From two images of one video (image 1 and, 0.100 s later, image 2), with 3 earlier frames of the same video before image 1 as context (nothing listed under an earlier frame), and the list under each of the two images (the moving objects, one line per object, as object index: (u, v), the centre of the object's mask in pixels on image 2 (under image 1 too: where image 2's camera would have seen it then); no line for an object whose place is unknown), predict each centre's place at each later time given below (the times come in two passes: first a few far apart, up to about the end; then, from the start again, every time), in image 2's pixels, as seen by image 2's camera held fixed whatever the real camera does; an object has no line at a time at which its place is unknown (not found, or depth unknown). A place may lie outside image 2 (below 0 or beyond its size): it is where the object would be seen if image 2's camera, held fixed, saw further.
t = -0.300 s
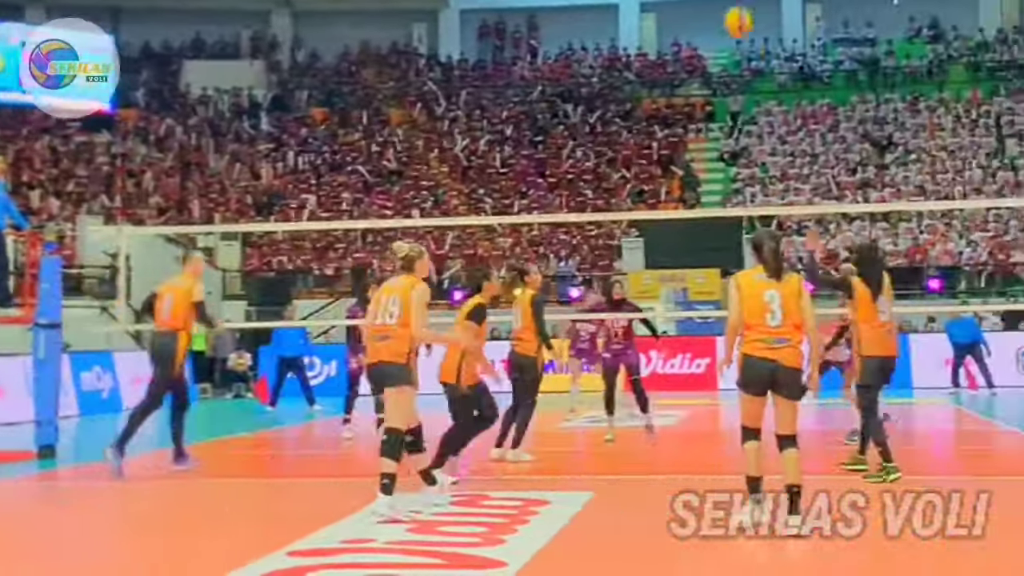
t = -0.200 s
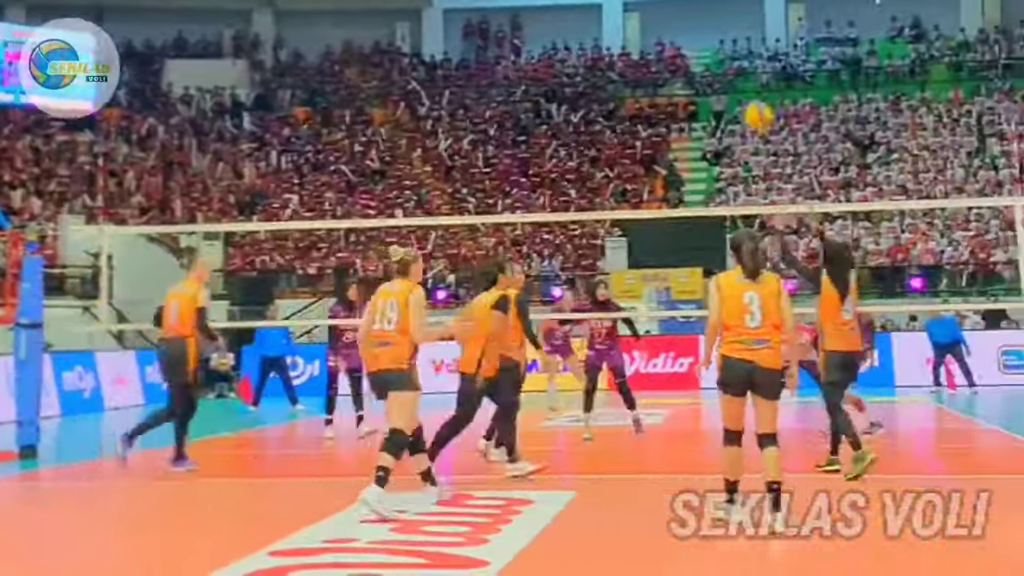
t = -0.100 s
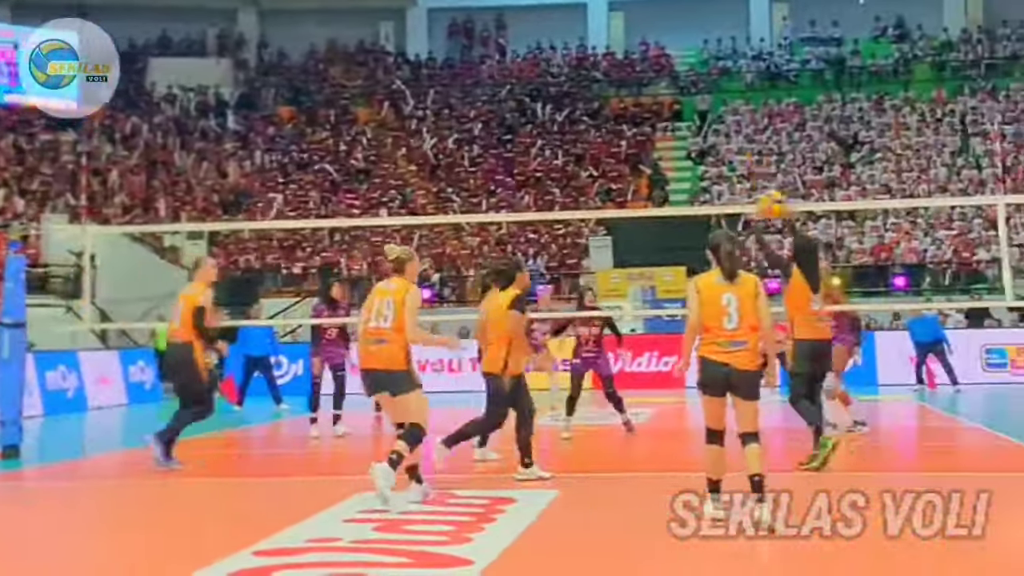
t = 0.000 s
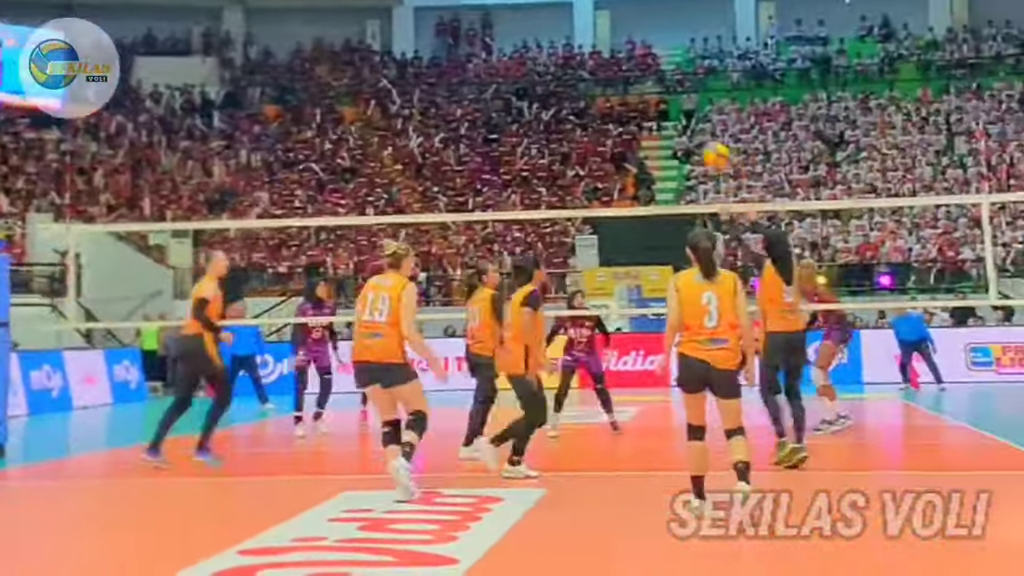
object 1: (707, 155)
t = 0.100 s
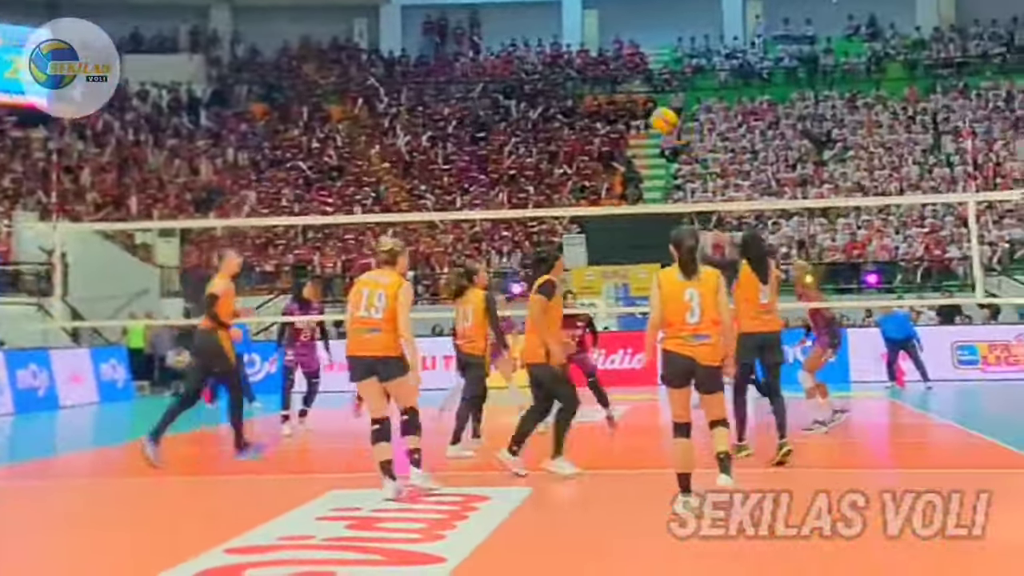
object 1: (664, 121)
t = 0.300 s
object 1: (591, 94)
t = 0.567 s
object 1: (515, 121)
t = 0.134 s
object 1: (650, 114)
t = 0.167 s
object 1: (638, 106)
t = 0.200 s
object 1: (626, 103)
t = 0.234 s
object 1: (613, 98)
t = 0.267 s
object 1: (602, 95)
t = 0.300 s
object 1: (591, 94)
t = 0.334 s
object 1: (580, 93)
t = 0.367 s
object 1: (571, 94)
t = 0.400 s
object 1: (560, 96)
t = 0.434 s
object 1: (552, 100)
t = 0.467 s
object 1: (543, 103)
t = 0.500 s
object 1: (533, 109)
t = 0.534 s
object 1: (525, 115)
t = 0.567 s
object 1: (515, 121)
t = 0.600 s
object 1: (508, 130)
